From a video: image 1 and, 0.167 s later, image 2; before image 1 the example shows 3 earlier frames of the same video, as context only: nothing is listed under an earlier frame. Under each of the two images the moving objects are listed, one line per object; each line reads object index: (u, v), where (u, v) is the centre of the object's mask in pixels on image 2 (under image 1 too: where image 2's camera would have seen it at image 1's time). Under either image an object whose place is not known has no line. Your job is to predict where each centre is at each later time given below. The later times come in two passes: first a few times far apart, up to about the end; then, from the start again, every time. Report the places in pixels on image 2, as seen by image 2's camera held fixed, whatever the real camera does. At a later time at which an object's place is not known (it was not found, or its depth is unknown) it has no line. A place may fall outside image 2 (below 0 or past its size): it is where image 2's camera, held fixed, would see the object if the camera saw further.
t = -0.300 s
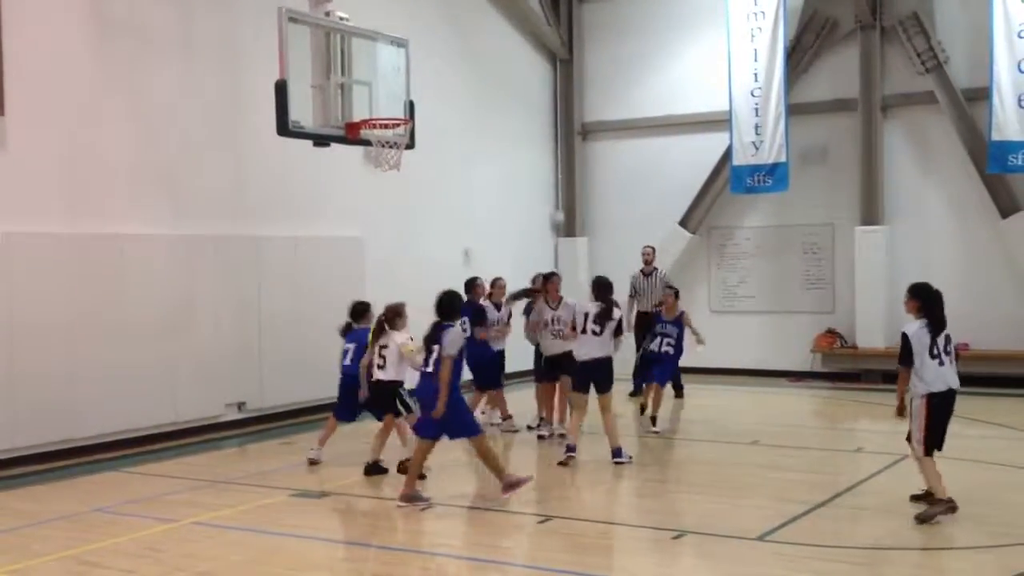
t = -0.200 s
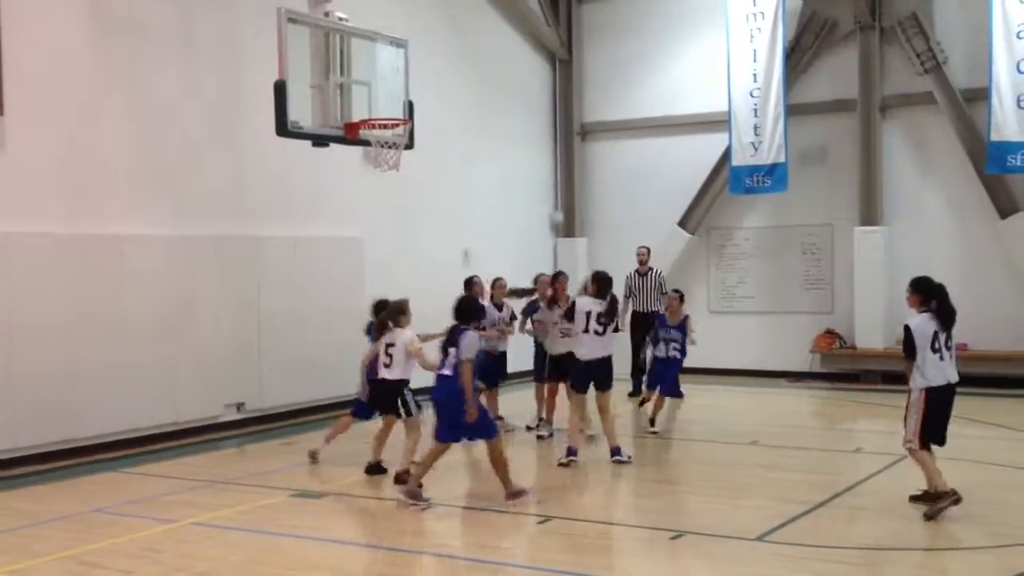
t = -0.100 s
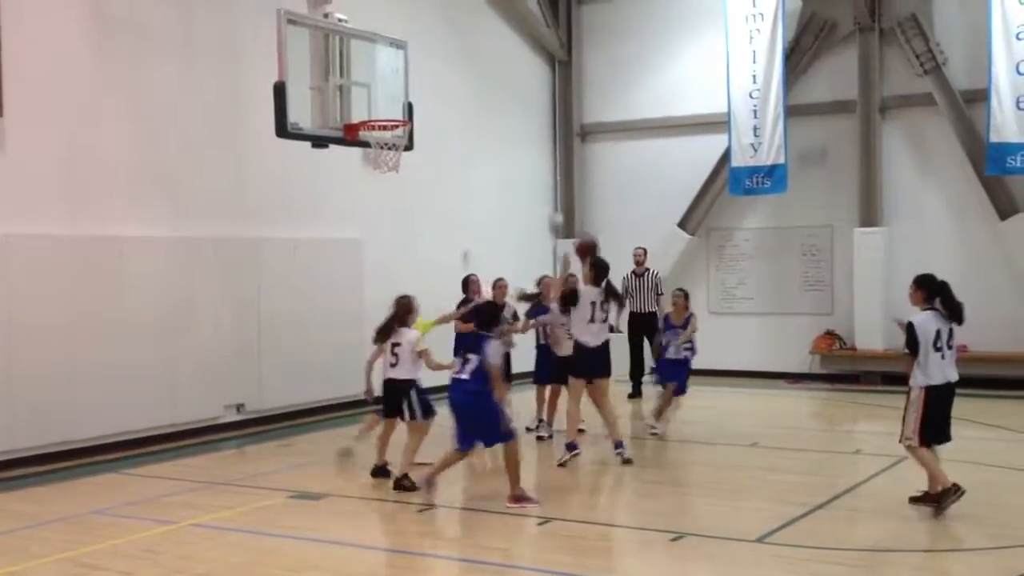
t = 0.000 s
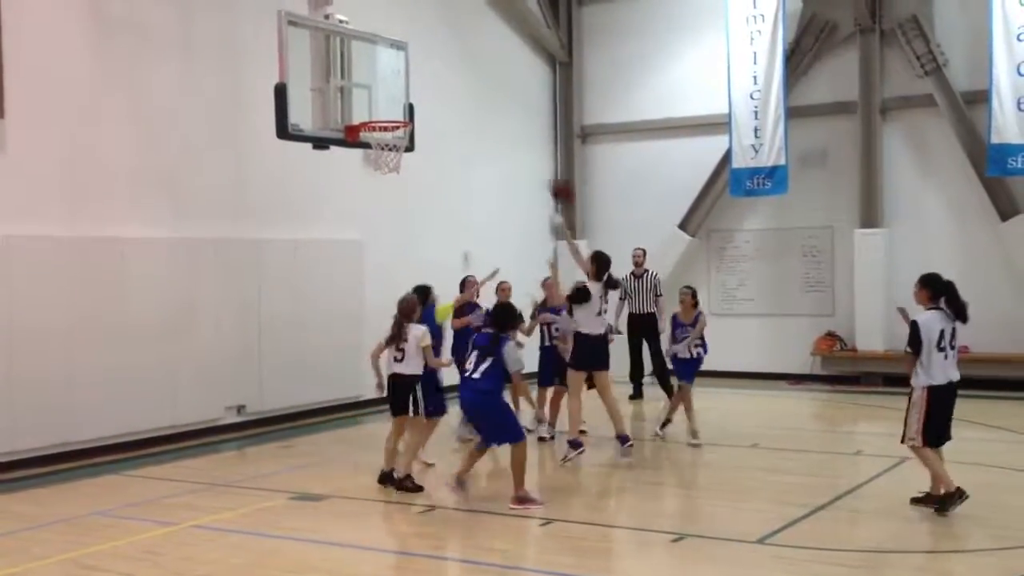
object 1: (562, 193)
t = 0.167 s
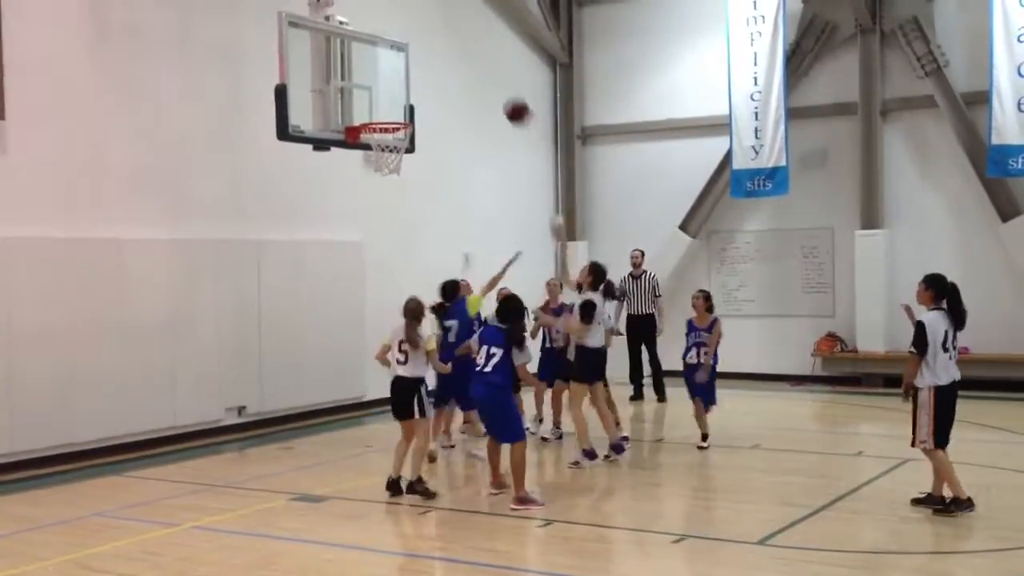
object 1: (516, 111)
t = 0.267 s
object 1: (490, 77)
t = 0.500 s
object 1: (429, 43)
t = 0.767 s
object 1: (362, 76)
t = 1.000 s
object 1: (341, 141)
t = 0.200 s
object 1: (508, 99)
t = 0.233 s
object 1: (499, 88)
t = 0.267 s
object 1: (490, 77)
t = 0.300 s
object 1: (482, 69)
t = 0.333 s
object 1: (473, 62)
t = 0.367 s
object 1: (465, 55)
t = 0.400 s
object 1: (456, 50)
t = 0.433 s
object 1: (447, 46)
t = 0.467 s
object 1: (438, 44)
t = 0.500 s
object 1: (429, 43)
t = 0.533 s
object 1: (421, 43)
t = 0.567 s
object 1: (413, 44)
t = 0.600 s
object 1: (404, 46)
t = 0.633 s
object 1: (396, 49)
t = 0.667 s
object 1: (387, 54)
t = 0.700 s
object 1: (378, 60)
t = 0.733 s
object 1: (370, 67)
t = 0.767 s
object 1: (362, 76)
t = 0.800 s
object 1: (354, 85)
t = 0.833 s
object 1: (345, 96)
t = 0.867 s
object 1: (338, 108)
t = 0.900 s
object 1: (329, 121)
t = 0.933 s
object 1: (327, 130)
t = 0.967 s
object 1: (333, 134)
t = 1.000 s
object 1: (341, 141)
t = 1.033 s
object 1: (347, 149)
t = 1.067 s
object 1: (355, 156)
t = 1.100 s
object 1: (362, 165)
